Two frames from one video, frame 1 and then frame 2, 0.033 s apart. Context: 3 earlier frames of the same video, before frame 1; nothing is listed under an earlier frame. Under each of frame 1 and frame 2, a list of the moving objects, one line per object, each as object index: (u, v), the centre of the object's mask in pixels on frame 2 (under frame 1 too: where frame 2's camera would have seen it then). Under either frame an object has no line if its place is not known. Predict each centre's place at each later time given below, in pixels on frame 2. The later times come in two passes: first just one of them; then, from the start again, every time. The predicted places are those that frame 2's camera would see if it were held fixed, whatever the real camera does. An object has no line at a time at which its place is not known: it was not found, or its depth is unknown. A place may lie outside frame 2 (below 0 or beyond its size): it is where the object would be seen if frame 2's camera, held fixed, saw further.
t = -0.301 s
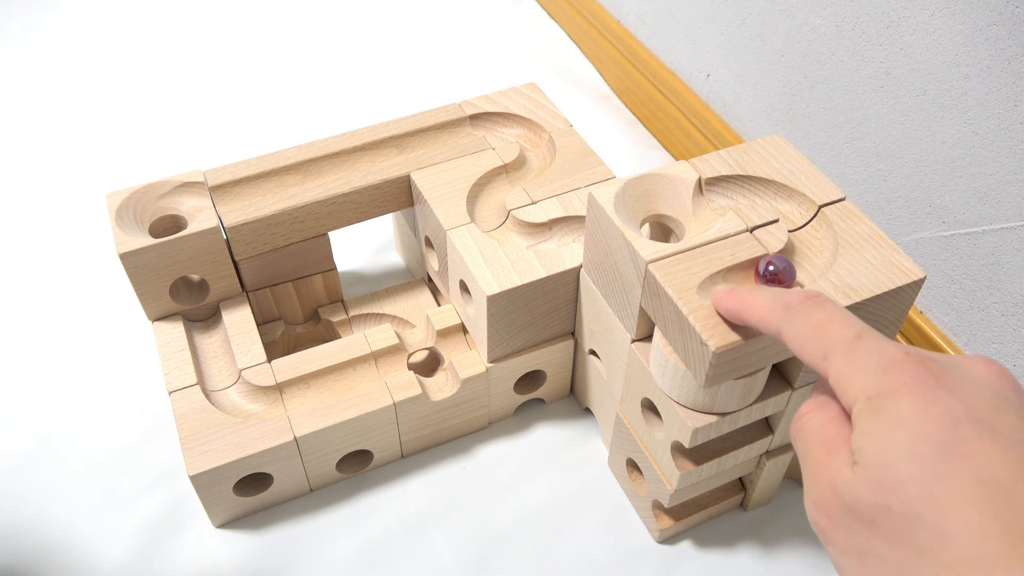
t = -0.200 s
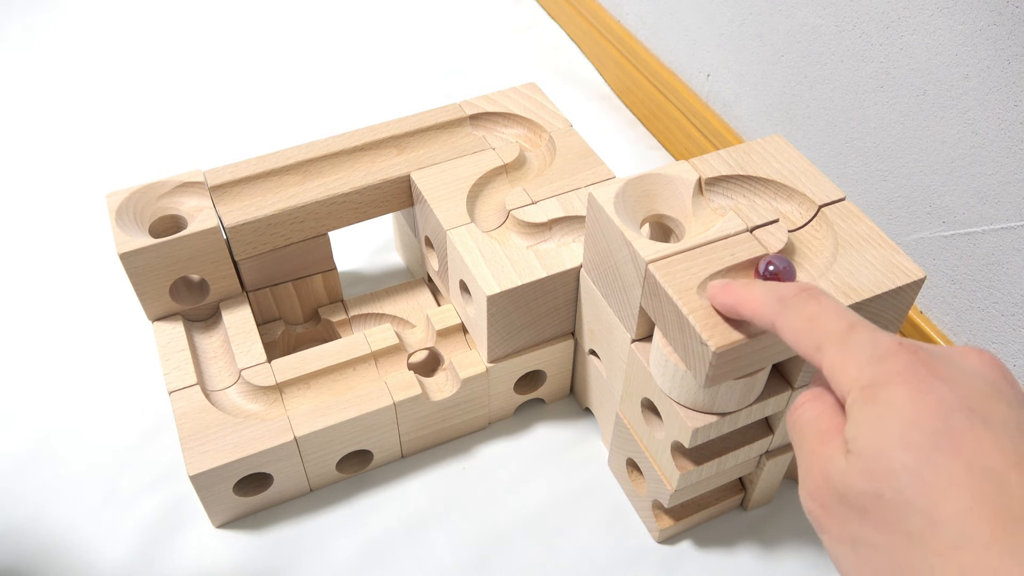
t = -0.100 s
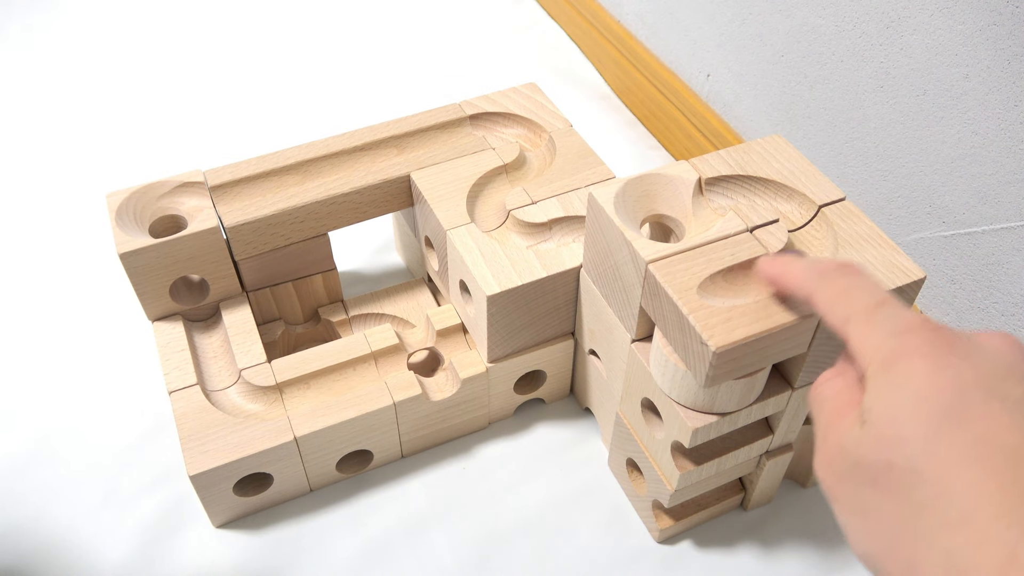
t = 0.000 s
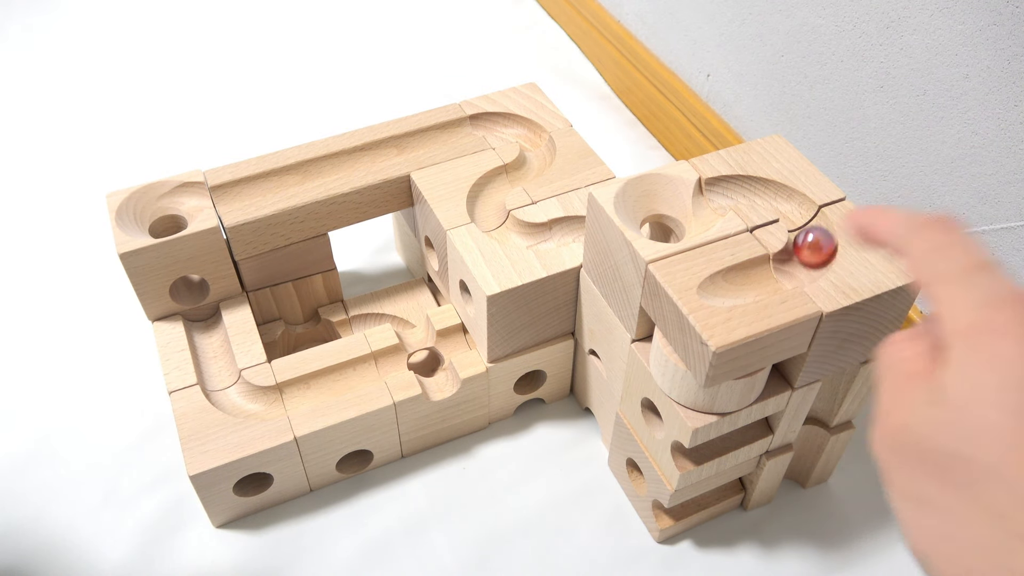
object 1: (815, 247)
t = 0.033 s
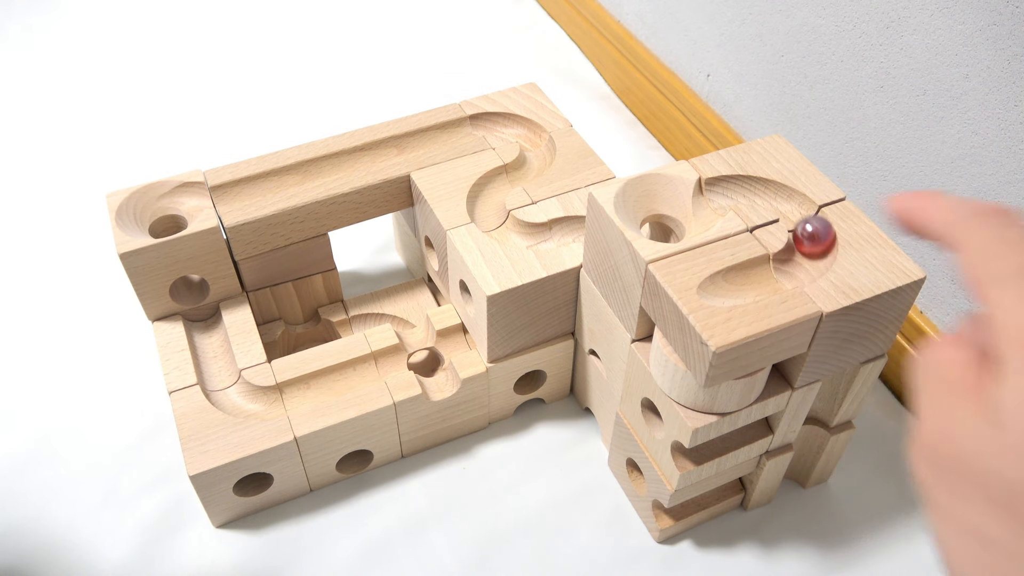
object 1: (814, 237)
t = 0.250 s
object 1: (765, 193)
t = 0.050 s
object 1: (812, 232)
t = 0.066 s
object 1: (809, 227)
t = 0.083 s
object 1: (806, 223)
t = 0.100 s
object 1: (804, 219)
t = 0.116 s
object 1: (798, 212)
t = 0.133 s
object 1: (796, 210)
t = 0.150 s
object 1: (793, 208)
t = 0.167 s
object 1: (790, 206)
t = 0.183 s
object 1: (786, 204)
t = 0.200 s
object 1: (780, 199)
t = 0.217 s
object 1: (776, 197)
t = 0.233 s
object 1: (770, 194)
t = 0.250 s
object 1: (765, 193)
